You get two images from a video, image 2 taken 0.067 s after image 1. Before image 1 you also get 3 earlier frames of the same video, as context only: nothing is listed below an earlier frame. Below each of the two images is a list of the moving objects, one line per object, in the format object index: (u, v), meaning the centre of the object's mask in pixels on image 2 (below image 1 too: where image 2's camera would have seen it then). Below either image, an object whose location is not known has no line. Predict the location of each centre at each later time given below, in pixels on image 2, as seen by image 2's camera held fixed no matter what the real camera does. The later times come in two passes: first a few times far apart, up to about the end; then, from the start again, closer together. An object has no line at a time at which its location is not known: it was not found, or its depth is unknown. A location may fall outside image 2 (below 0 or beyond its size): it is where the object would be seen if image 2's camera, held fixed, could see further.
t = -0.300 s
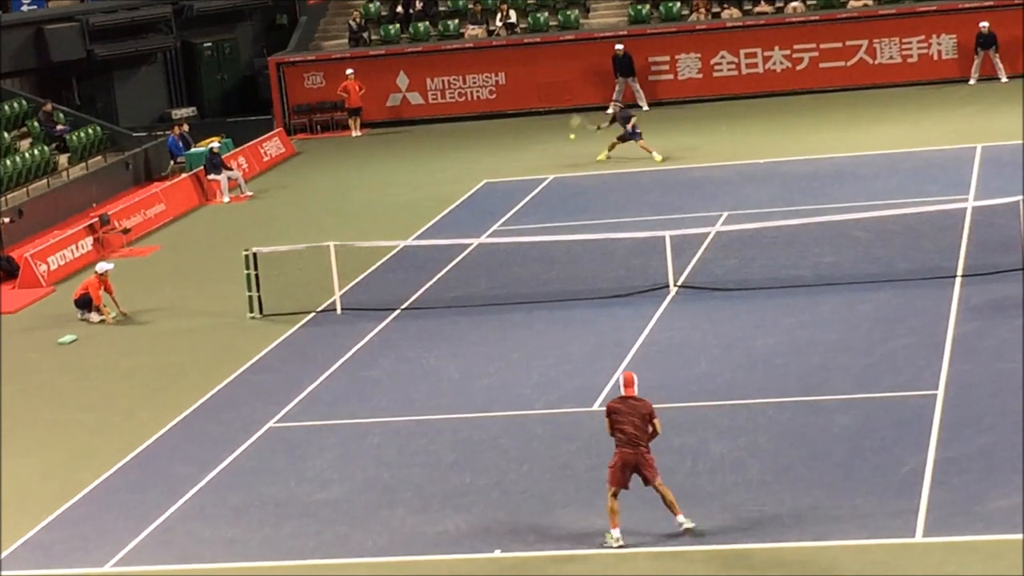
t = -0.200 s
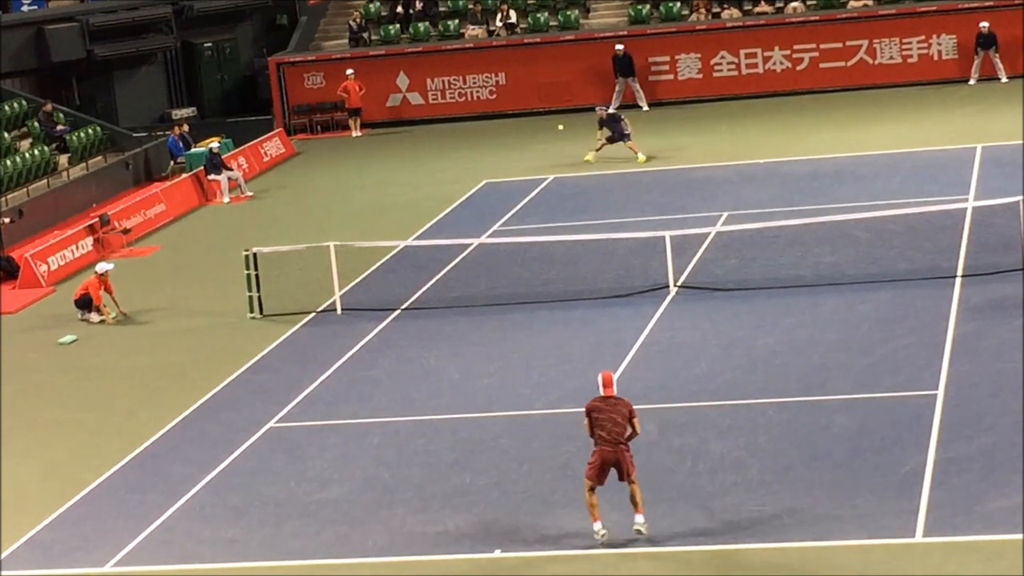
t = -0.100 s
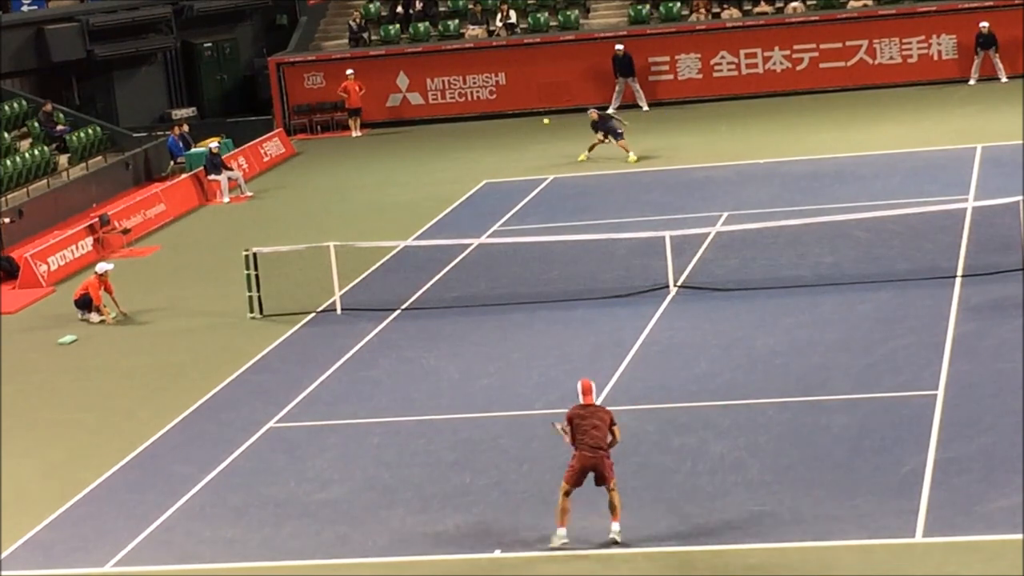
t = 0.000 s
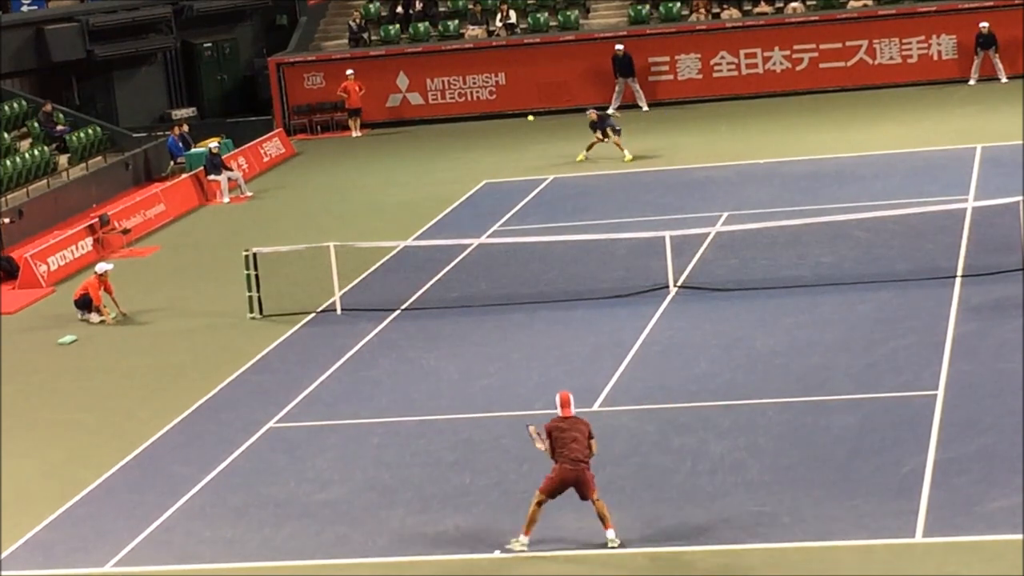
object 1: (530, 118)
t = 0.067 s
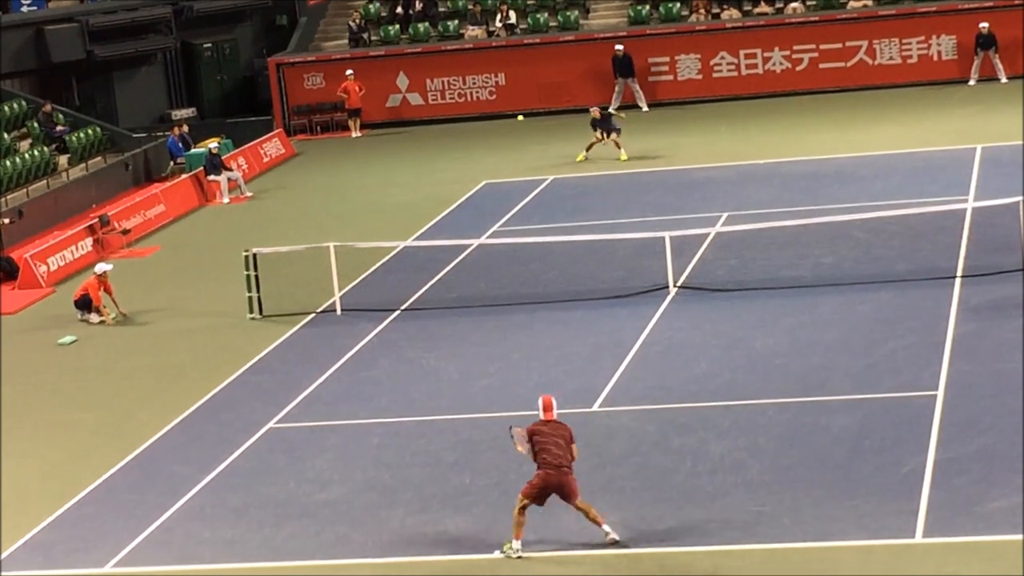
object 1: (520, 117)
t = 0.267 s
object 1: (488, 126)
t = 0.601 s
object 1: (435, 183)
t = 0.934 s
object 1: (382, 311)
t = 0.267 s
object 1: (488, 126)
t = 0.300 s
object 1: (483, 129)
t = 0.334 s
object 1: (477, 133)
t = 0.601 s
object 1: (435, 183)
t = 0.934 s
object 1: (382, 311)
